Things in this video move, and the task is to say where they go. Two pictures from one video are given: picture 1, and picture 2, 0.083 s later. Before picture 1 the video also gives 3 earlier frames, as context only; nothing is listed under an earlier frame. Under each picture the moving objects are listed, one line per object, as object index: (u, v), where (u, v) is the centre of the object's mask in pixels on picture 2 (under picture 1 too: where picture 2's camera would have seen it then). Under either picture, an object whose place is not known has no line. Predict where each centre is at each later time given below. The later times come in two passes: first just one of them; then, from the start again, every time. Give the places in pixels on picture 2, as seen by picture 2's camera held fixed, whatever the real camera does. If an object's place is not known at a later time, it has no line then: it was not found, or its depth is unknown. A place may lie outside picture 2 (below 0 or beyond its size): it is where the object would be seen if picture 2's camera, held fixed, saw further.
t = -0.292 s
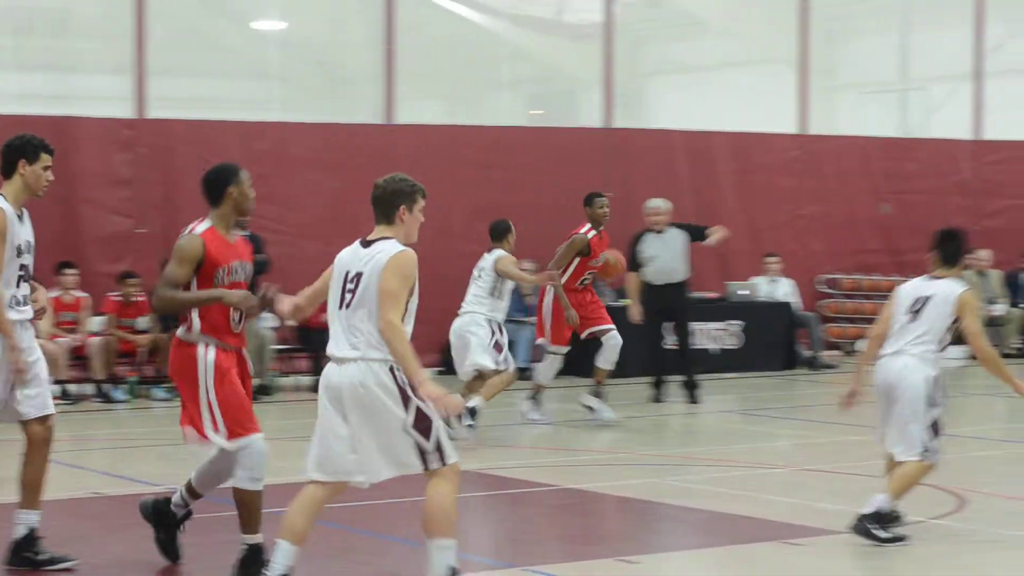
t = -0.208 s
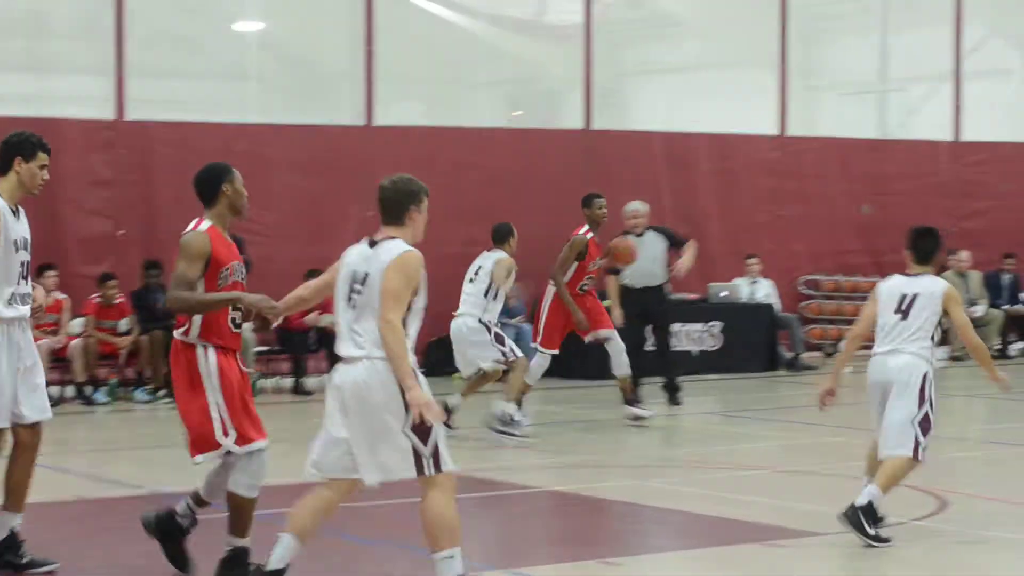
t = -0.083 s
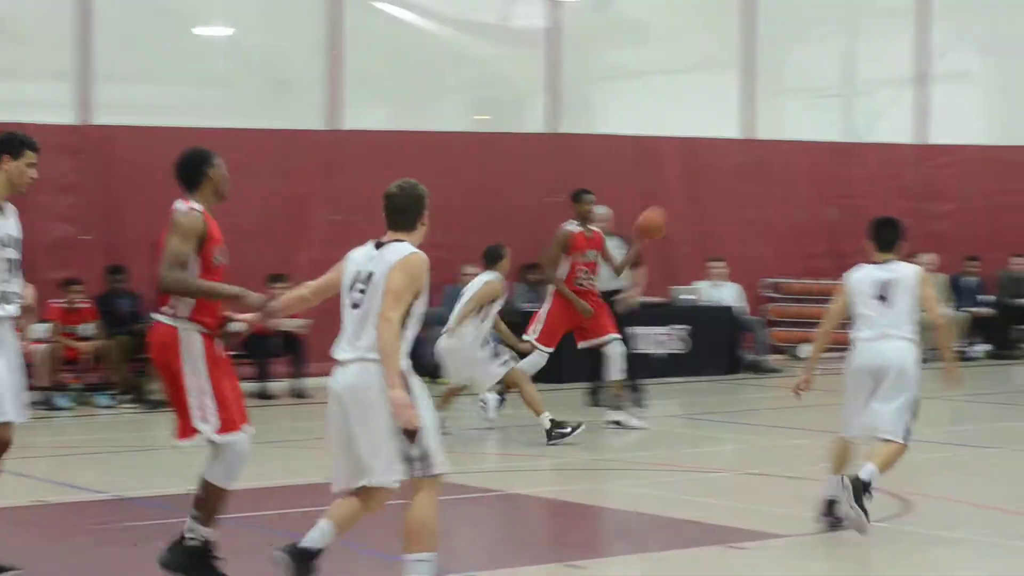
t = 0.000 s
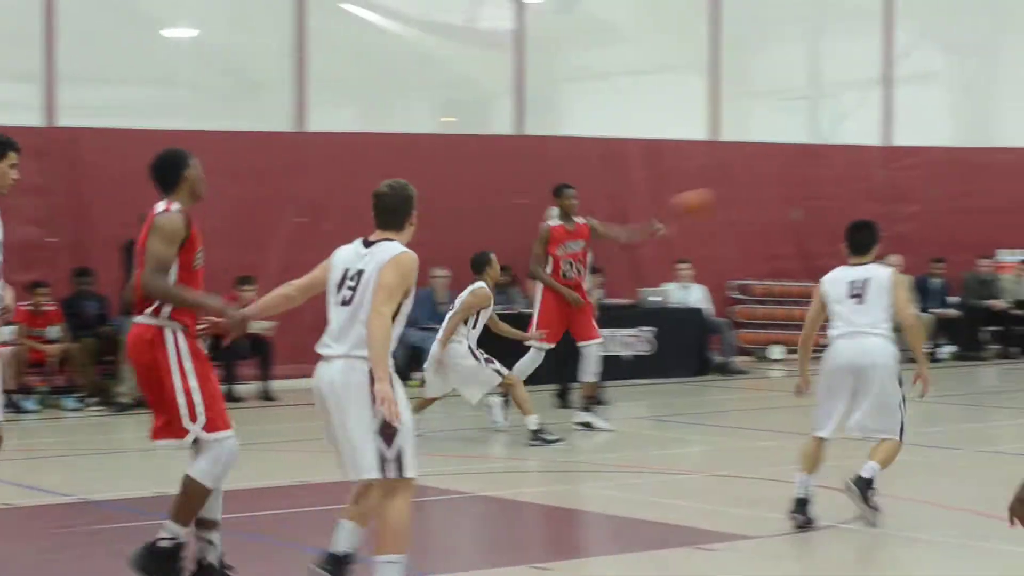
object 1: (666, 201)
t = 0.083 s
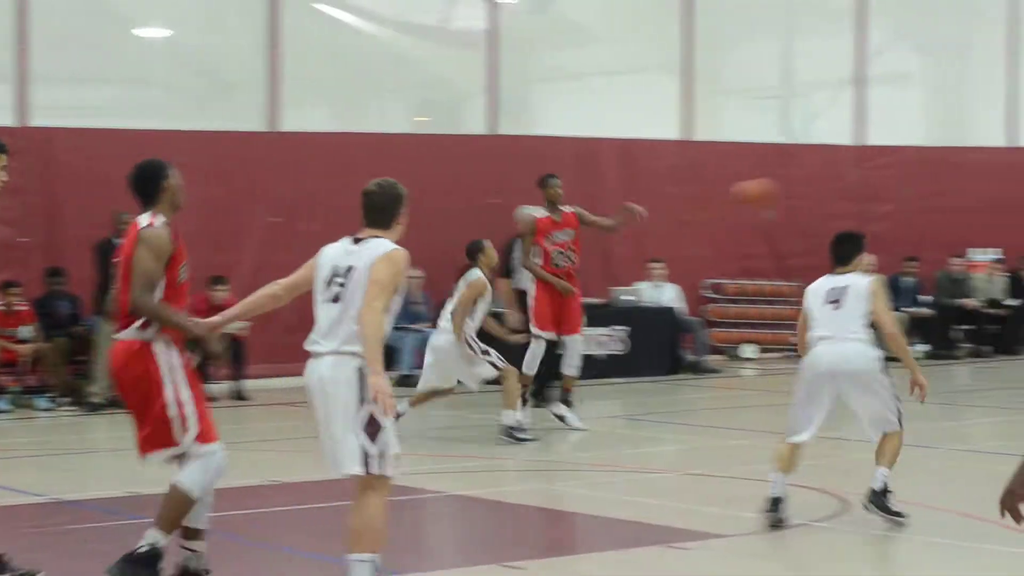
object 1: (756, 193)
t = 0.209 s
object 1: (894, 191)
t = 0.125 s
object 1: (801, 189)
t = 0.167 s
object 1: (848, 190)
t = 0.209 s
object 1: (894, 191)
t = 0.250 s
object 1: (945, 196)
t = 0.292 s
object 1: (1001, 205)
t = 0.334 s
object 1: (1058, 213)
